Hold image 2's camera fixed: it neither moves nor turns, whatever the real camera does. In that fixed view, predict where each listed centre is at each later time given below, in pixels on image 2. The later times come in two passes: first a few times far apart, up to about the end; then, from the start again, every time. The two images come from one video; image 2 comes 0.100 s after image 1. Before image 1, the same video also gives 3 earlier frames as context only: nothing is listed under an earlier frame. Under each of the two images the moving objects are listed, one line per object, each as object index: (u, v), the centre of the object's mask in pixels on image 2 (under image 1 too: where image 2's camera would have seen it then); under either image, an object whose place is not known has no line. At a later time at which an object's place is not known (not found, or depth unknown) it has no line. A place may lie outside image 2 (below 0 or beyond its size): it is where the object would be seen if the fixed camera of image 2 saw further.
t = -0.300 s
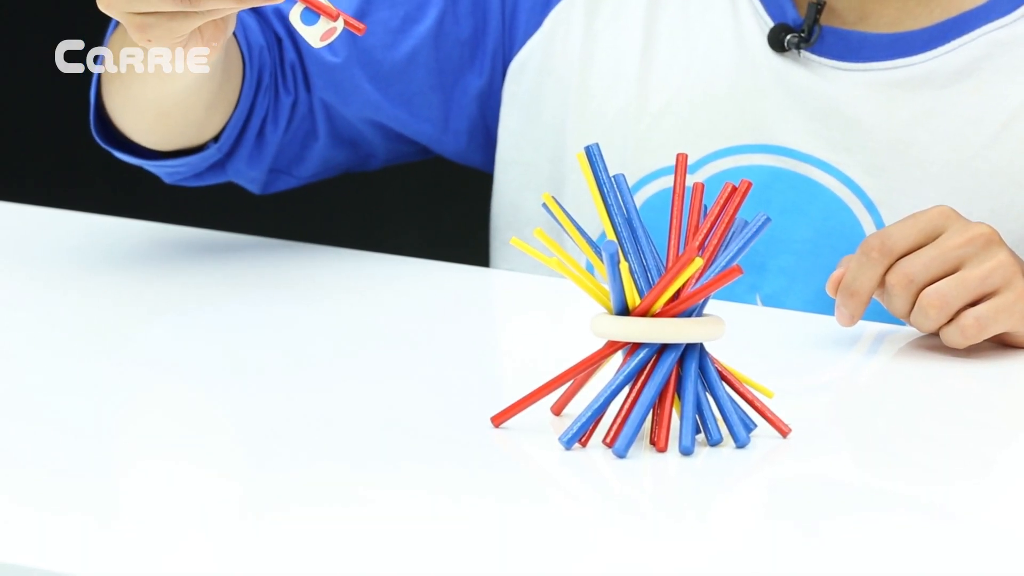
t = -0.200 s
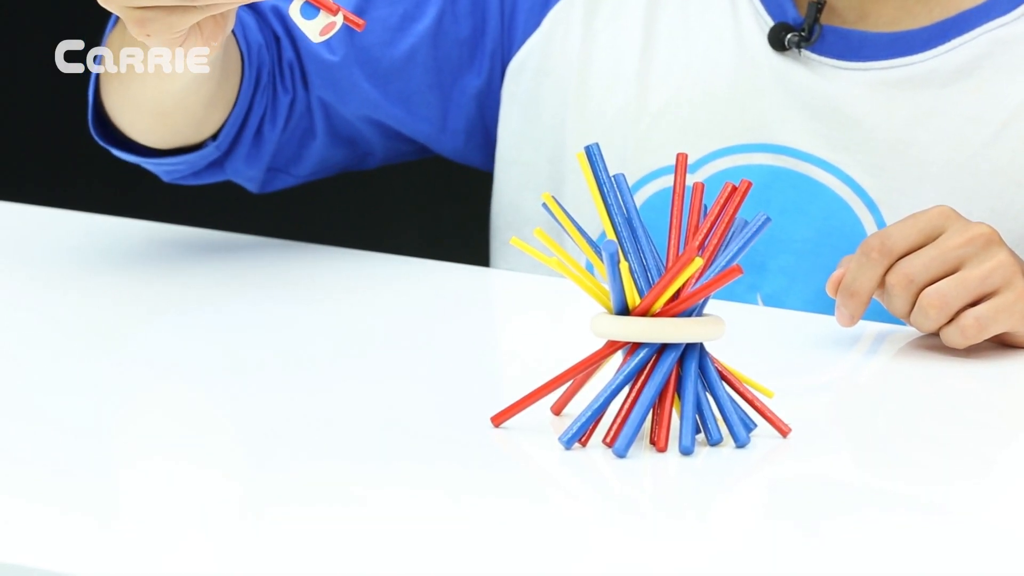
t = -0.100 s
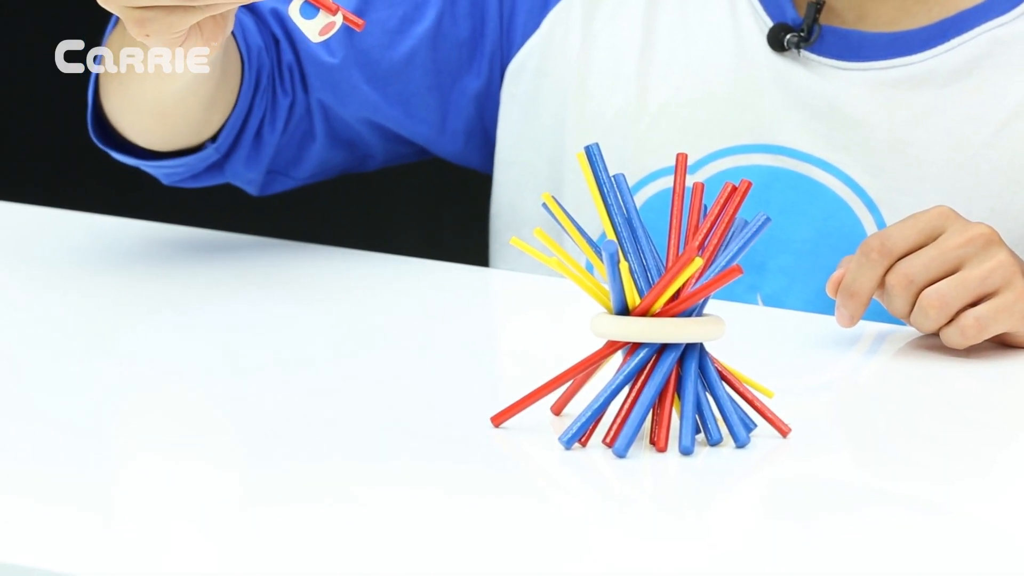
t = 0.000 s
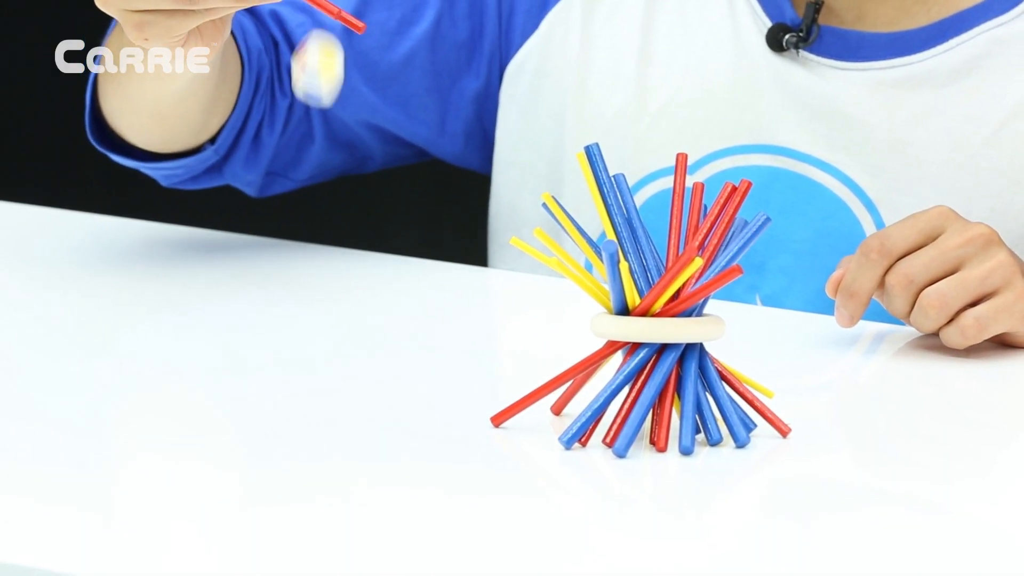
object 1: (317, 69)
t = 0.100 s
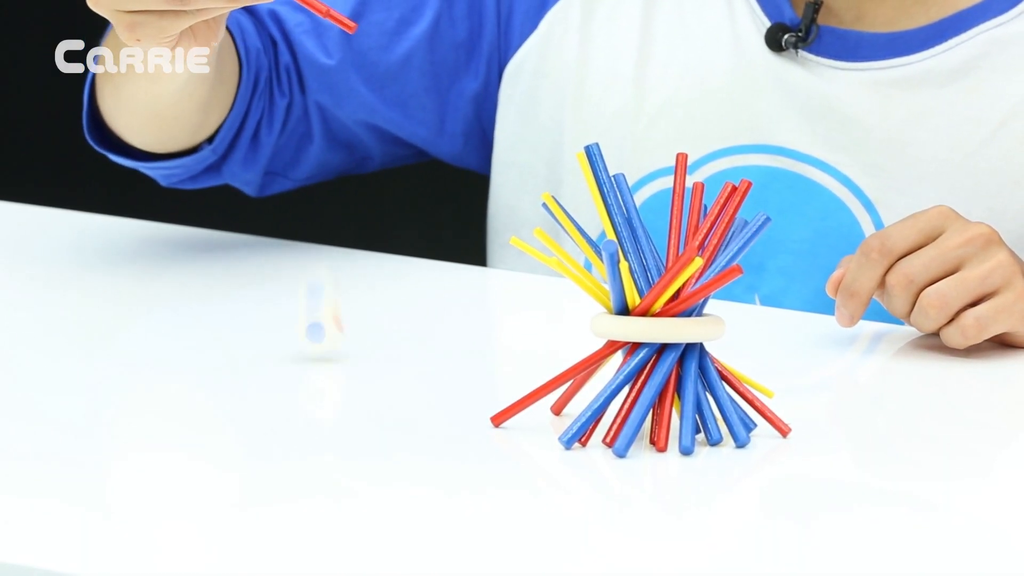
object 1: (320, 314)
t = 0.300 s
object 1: (349, 344)
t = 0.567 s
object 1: (353, 345)
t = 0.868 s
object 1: (353, 345)
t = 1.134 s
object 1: (353, 345)
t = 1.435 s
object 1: (353, 345)
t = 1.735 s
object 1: (353, 345)
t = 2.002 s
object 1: (353, 345)
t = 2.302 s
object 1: (353, 345)
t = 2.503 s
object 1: (353, 345)
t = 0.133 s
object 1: (326, 320)
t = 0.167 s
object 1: (330, 323)
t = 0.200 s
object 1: (335, 339)
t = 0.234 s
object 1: (339, 339)
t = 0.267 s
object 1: (343, 344)
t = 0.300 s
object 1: (349, 344)
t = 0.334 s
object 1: (352, 345)
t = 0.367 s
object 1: (353, 345)
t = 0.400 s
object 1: (353, 345)
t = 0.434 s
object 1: (353, 345)
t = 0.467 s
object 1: (353, 345)
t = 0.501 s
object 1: (353, 345)
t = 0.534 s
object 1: (353, 345)
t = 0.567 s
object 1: (353, 345)
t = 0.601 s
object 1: (353, 345)
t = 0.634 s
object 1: (353, 345)
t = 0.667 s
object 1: (353, 345)
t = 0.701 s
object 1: (353, 345)
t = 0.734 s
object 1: (353, 345)
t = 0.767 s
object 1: (353, 345)
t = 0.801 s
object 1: (353, 345)
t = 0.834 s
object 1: (353, 345)
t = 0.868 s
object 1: (353, 345)
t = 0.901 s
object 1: (353, 345)
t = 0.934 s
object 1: (353, 345)
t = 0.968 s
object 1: (353, 345)
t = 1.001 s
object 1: (353, 345)
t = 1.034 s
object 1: (353, 345)
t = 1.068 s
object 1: (353, 345)
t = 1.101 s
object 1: (353, 345)
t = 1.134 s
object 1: (353, 345)
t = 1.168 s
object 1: (353, 345)
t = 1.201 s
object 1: (353, 345)
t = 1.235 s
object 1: (353, 345)
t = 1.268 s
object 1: (353, 345)
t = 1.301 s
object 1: (353, 345)
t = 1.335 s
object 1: (353, 345)
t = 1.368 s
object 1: (353, 345)
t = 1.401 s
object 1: (353, 345)
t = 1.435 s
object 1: (353, 345)
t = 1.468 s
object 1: (353, 345)
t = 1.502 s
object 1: (353, 345)
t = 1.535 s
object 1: (353, 345)
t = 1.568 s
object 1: (353, 345)
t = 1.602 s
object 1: (353, 345)
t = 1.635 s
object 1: (353, 345)
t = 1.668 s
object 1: (353, 345)
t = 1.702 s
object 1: (353, 345)
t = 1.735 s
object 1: (353, 345)
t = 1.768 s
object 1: (353, 345)
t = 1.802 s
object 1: (353, 345)
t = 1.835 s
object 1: (353, 345)
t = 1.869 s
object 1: (353, 345)
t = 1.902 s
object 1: (353, 345)
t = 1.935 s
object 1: (353, 345)
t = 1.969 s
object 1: (353, 345)
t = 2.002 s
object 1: (353, 345)
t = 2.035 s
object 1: (353, 345)
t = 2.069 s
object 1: (353, 345)
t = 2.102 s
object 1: (353, 345)
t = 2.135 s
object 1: (353, 345)
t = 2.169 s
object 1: (353, 345)
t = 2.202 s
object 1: (353, 345)
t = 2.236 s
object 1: (353, 345)
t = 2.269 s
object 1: (353, 345)
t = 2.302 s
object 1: (353, 345)
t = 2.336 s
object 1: (353, 345)
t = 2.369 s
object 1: (353, 345)
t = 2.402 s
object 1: (353, 345)
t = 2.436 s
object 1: (353, 345)
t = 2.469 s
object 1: (353, 345)
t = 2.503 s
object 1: (353, 345)
